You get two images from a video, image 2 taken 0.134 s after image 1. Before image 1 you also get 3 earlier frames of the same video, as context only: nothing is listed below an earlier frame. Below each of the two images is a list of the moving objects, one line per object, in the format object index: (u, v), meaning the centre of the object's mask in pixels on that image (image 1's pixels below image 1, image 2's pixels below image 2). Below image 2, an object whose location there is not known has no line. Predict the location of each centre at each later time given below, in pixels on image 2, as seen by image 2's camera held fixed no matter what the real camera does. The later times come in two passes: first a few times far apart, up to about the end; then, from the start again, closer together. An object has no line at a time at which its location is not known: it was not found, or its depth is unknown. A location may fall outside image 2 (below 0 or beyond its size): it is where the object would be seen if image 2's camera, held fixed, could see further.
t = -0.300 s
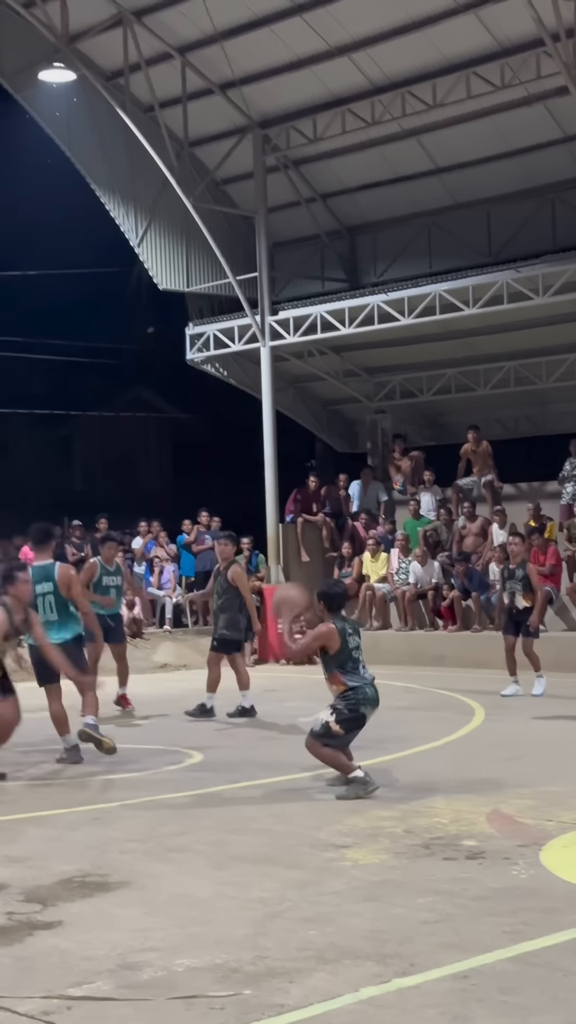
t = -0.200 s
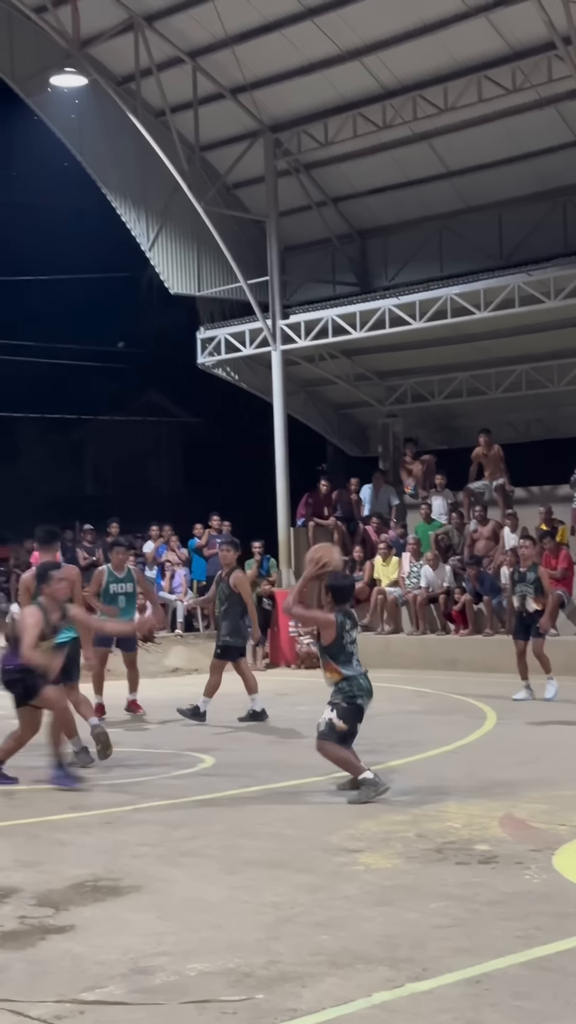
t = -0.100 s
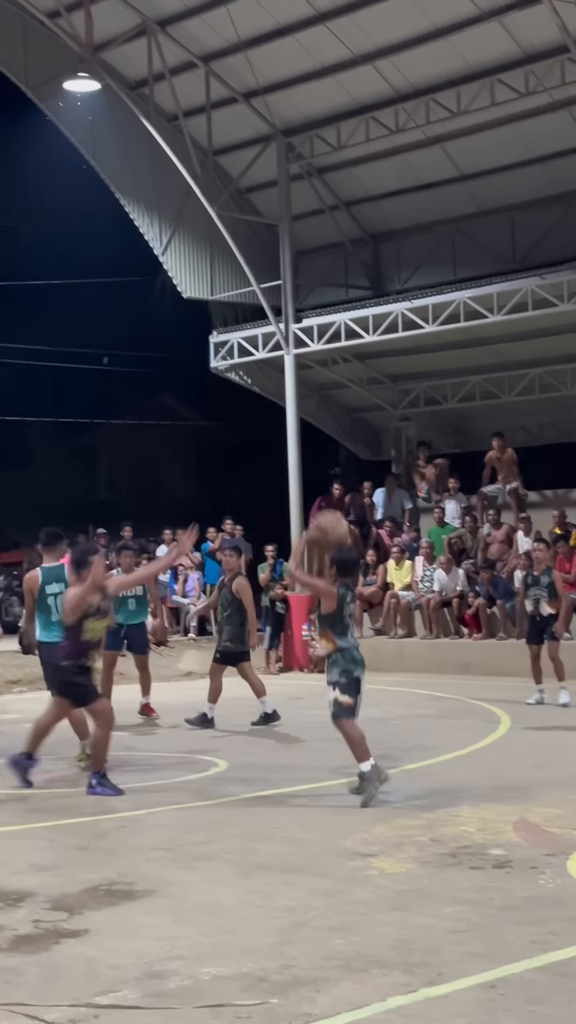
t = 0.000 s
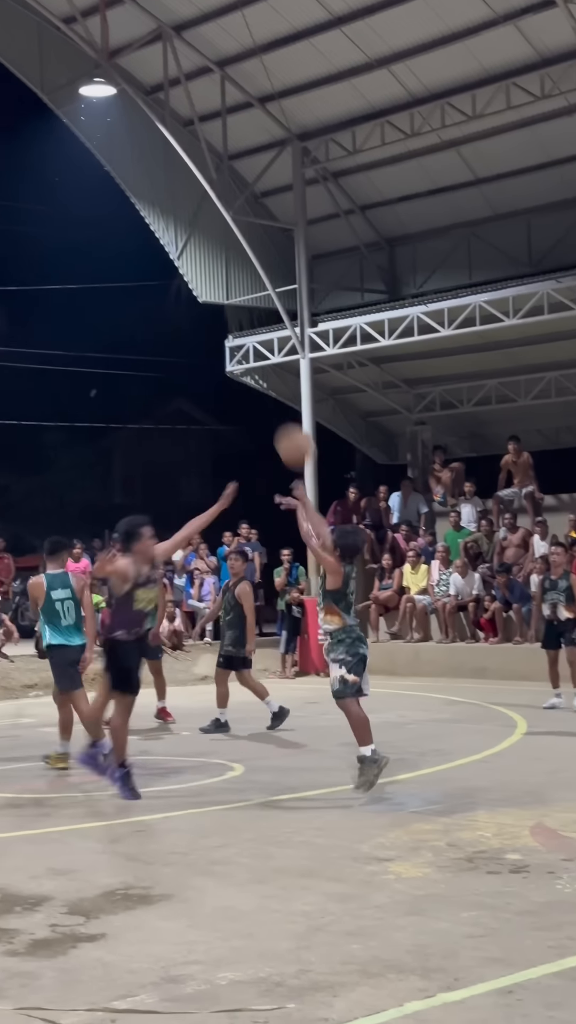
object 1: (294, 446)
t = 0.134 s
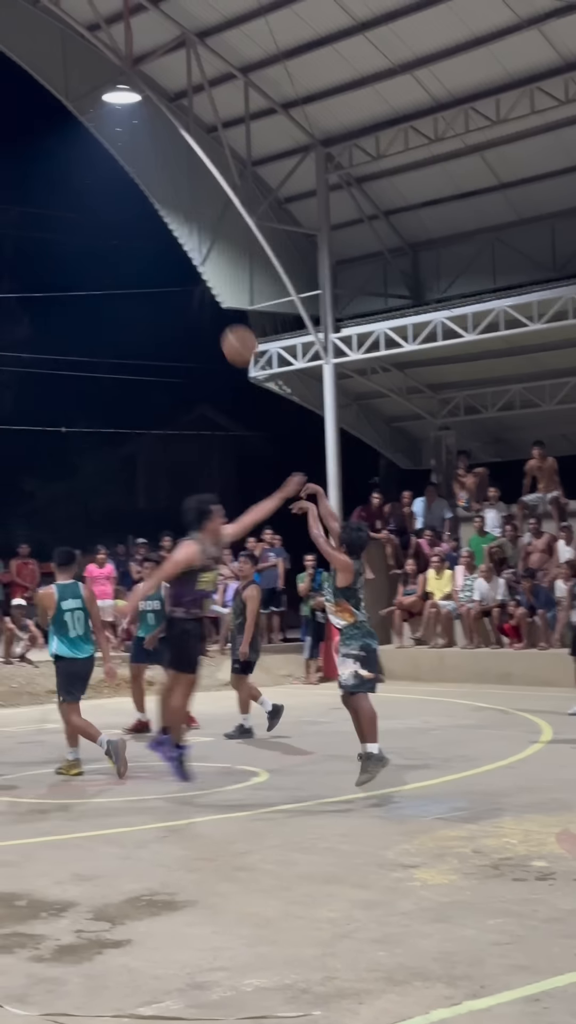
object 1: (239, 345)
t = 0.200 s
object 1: (203, 307)
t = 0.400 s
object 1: (106, 233)
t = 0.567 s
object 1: (36, 214)
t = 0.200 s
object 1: (203, 307)
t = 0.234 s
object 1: (186, 290)
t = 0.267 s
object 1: (170, 275)
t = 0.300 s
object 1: (153, 262)
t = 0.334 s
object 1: (137, 250)
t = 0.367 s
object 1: (121, 241)
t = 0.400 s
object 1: (106, 233)
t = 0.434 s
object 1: (91, 226)
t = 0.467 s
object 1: (77, 221)
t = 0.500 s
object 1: (63, 217)
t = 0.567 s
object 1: (36, 214)
